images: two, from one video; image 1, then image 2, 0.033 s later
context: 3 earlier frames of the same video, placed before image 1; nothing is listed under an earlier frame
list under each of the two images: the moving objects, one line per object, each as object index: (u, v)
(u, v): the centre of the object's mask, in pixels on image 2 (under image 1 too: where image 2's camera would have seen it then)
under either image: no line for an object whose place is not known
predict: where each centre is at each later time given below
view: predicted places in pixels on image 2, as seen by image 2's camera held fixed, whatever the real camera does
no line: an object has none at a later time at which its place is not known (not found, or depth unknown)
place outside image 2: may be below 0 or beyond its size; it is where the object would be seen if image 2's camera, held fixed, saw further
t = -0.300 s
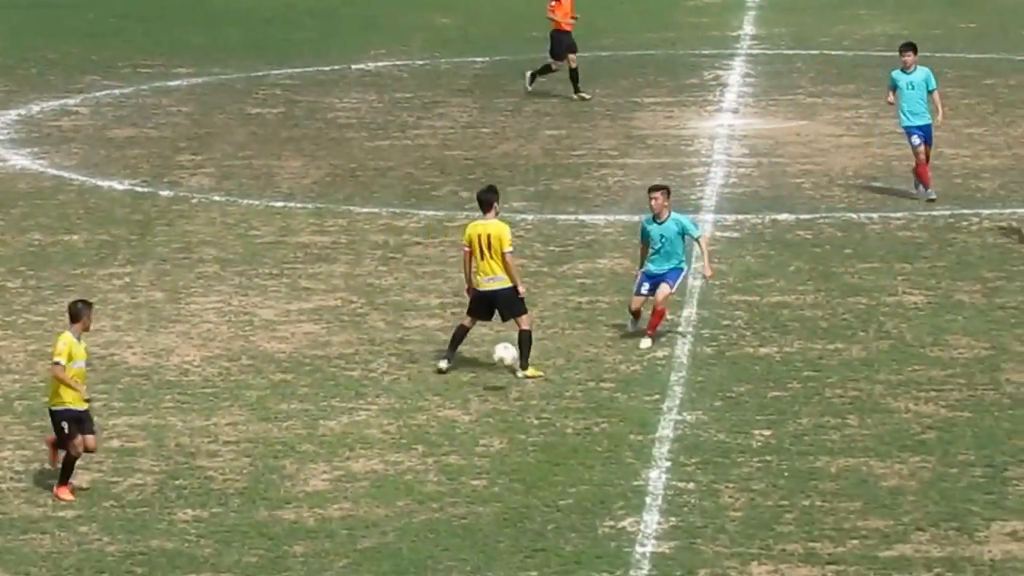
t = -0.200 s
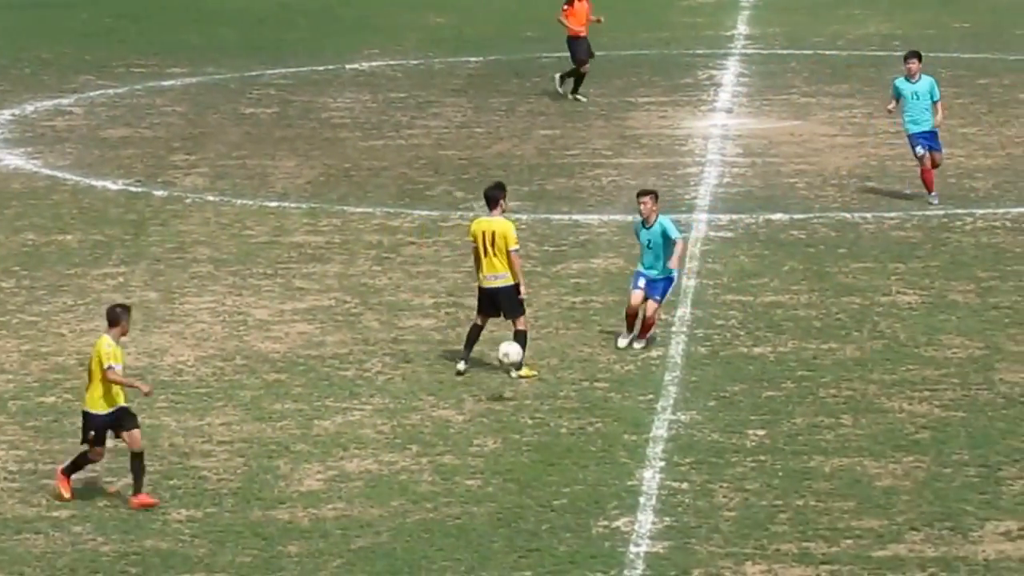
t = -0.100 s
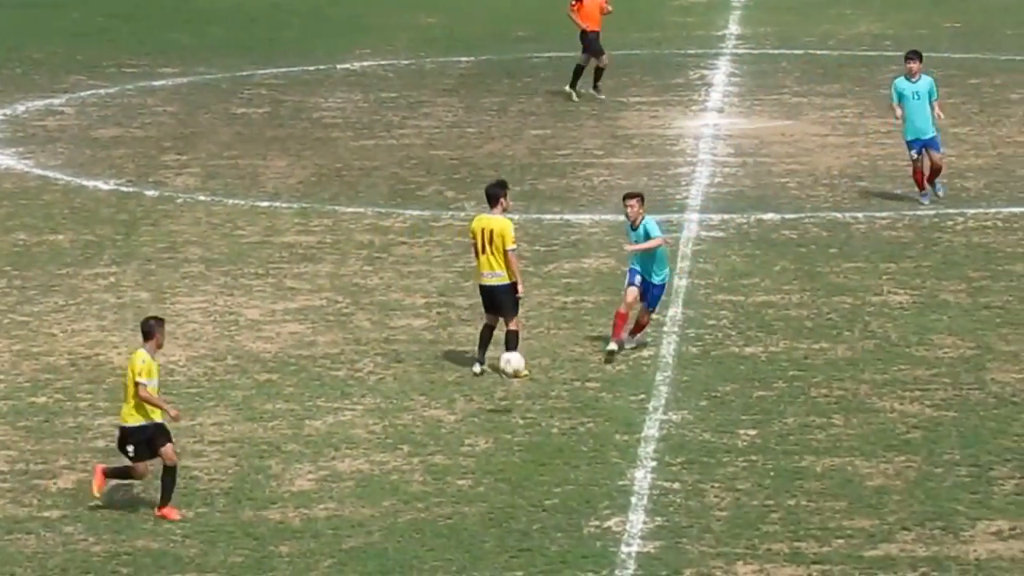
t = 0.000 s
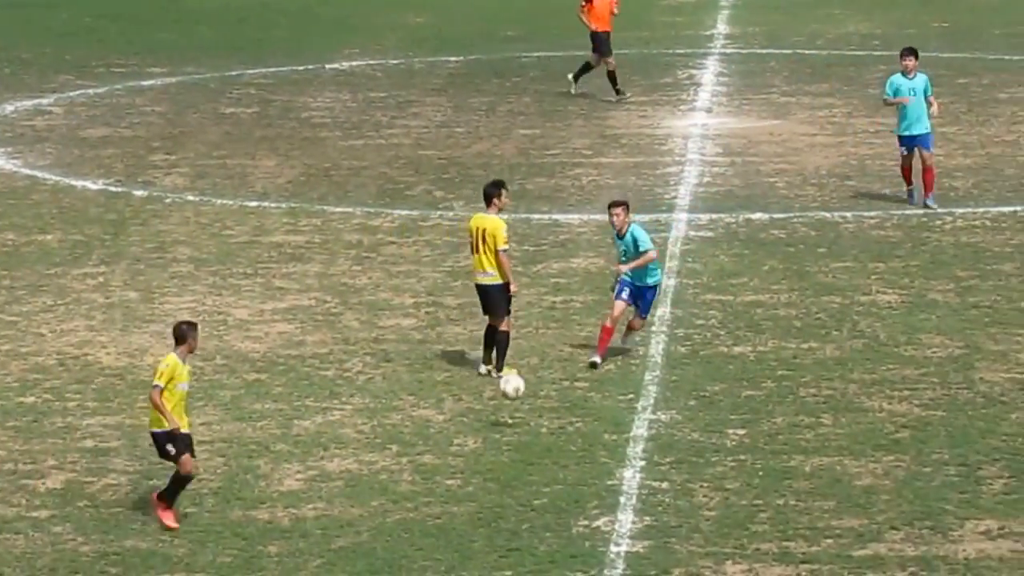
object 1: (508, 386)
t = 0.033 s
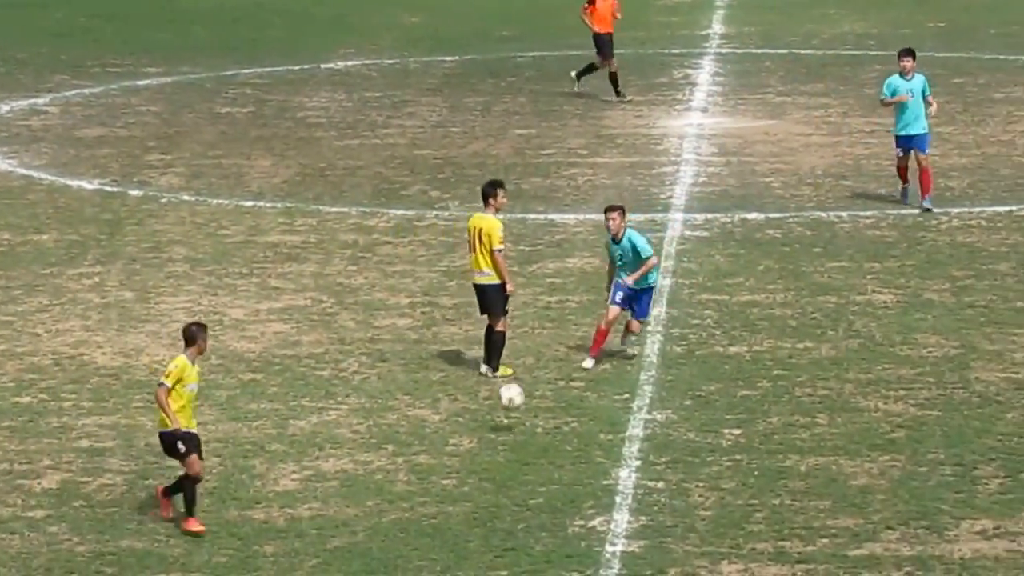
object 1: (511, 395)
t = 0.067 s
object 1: (515, 408)
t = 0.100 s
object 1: (519, 422)
